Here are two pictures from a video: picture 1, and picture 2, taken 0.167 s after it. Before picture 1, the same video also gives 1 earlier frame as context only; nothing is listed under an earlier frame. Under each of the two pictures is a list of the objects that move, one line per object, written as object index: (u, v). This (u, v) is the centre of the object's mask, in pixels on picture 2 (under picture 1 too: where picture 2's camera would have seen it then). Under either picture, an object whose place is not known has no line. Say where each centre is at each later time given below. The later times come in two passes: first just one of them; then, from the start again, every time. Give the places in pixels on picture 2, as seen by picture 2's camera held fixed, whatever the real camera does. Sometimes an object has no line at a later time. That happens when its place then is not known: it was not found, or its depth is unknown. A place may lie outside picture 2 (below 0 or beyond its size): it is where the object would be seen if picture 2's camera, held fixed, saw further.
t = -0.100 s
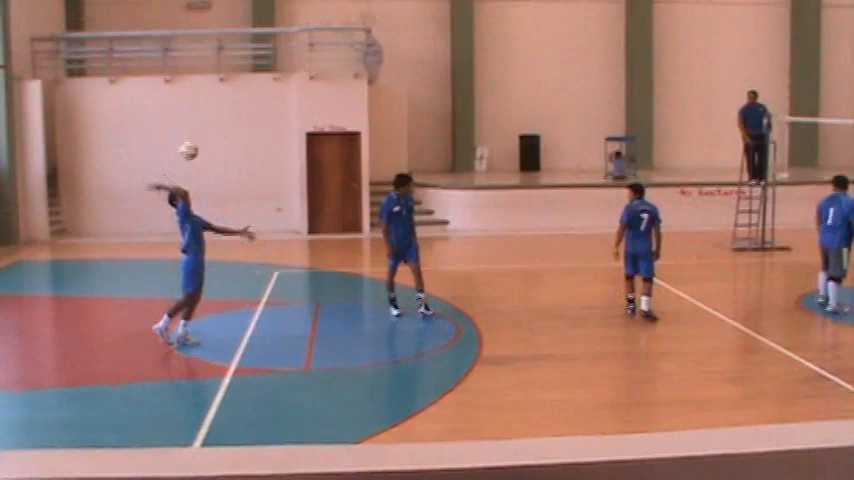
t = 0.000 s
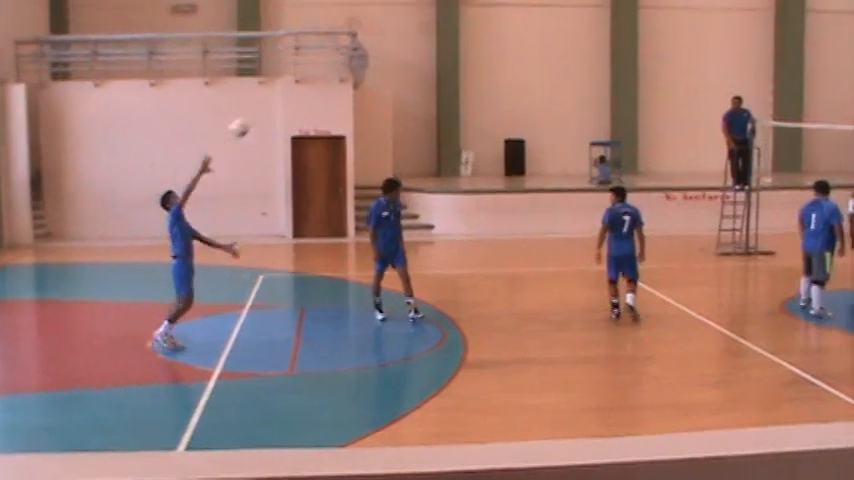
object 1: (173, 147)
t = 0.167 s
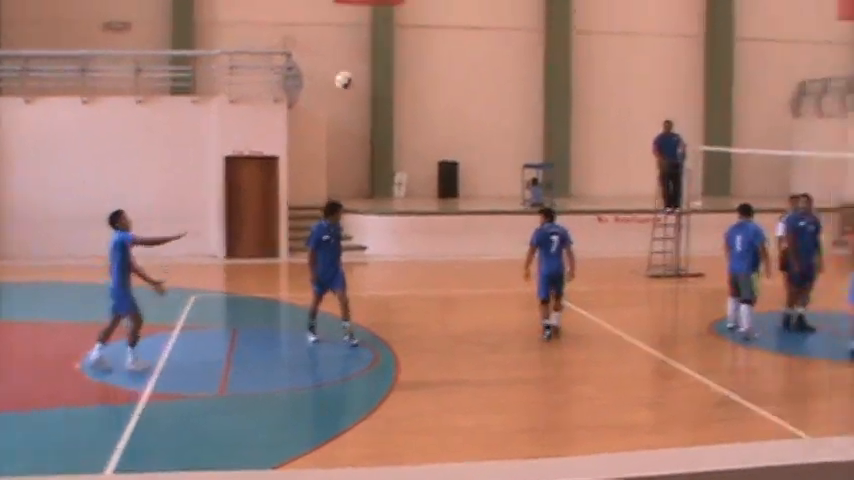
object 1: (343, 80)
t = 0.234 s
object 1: (404, 62)
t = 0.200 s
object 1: (375, 70)
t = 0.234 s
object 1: (404, 62)
